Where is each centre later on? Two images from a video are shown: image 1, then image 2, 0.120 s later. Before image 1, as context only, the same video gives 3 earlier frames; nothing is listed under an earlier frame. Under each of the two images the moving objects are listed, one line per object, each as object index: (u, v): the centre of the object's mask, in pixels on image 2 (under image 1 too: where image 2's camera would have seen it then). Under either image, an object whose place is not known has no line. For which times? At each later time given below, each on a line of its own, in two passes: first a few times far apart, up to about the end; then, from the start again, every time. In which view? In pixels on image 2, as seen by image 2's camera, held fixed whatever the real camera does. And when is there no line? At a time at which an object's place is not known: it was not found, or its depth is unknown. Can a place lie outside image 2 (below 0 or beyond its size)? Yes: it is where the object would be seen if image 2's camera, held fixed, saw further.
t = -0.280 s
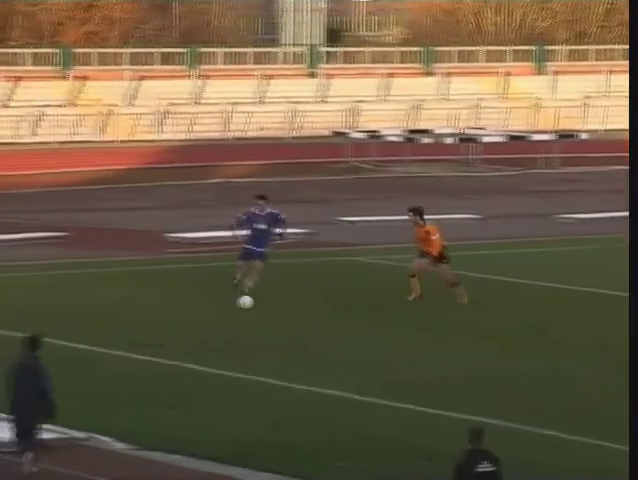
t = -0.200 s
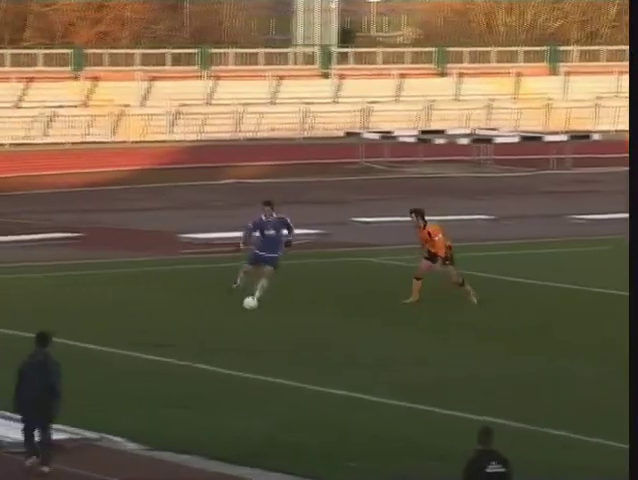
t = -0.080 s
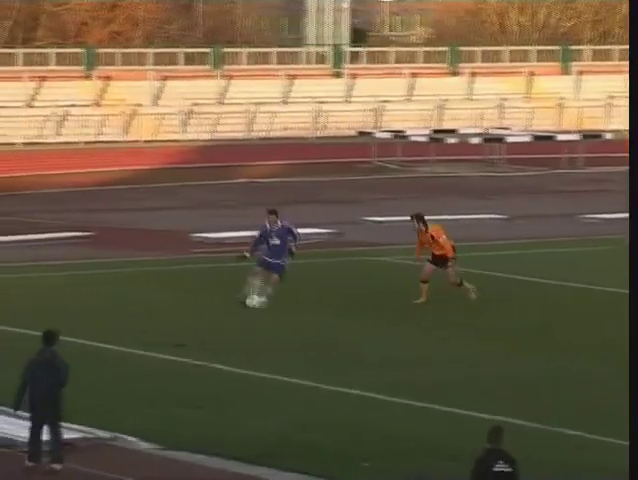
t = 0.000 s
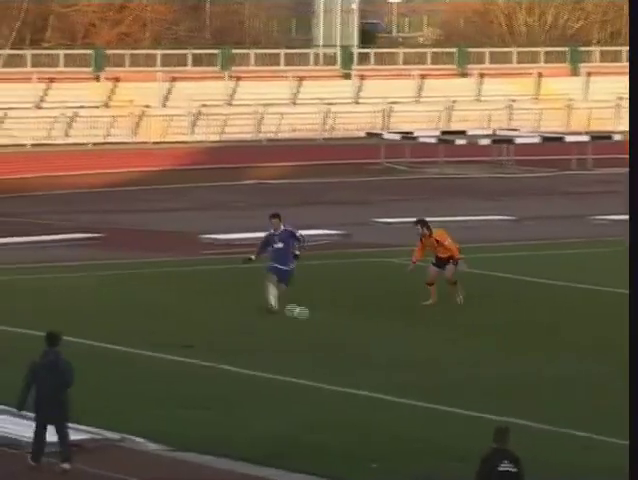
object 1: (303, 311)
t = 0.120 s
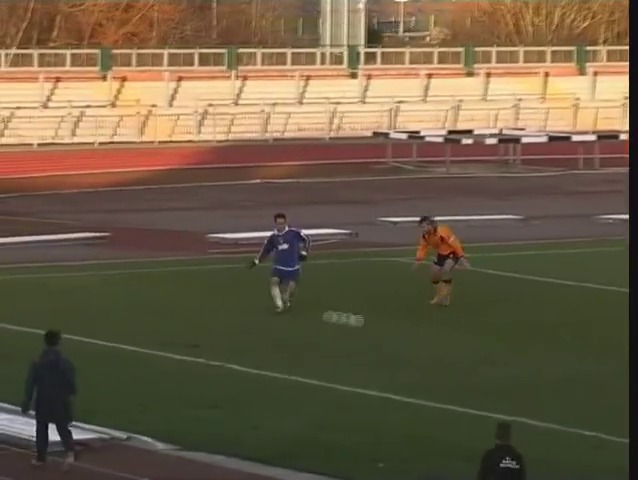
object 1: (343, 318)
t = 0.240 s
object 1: (401, 332)
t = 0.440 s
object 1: (470, 350)
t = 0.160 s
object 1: (361, 323)
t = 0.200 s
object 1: (383, 330)
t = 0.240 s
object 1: (401, 332)
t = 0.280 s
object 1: (413, 334)
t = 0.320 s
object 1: (423, 336)
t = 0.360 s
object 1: (442, 341)
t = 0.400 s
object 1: (458, 349)
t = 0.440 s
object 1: (470, 350)
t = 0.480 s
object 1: (481, 352)
